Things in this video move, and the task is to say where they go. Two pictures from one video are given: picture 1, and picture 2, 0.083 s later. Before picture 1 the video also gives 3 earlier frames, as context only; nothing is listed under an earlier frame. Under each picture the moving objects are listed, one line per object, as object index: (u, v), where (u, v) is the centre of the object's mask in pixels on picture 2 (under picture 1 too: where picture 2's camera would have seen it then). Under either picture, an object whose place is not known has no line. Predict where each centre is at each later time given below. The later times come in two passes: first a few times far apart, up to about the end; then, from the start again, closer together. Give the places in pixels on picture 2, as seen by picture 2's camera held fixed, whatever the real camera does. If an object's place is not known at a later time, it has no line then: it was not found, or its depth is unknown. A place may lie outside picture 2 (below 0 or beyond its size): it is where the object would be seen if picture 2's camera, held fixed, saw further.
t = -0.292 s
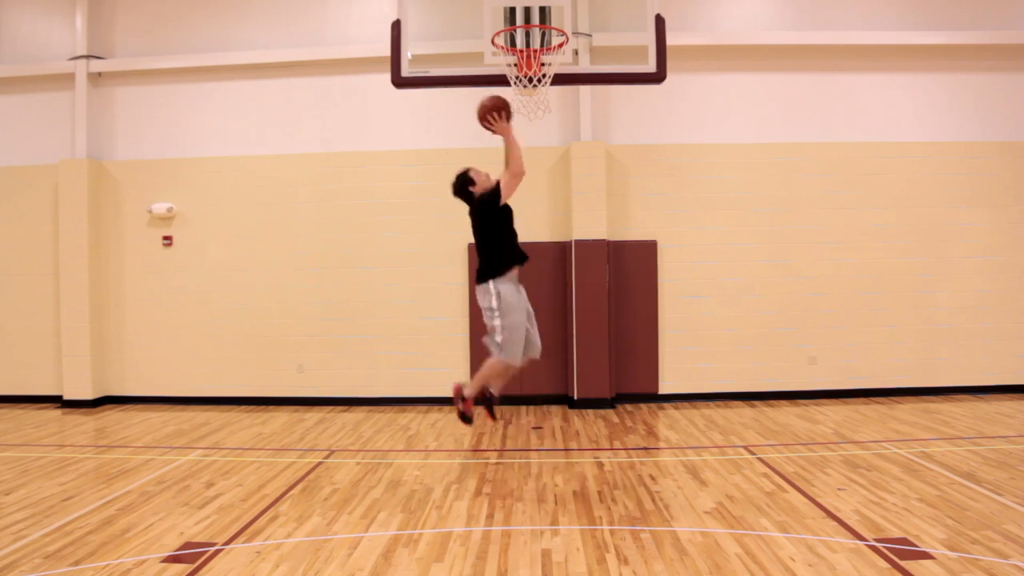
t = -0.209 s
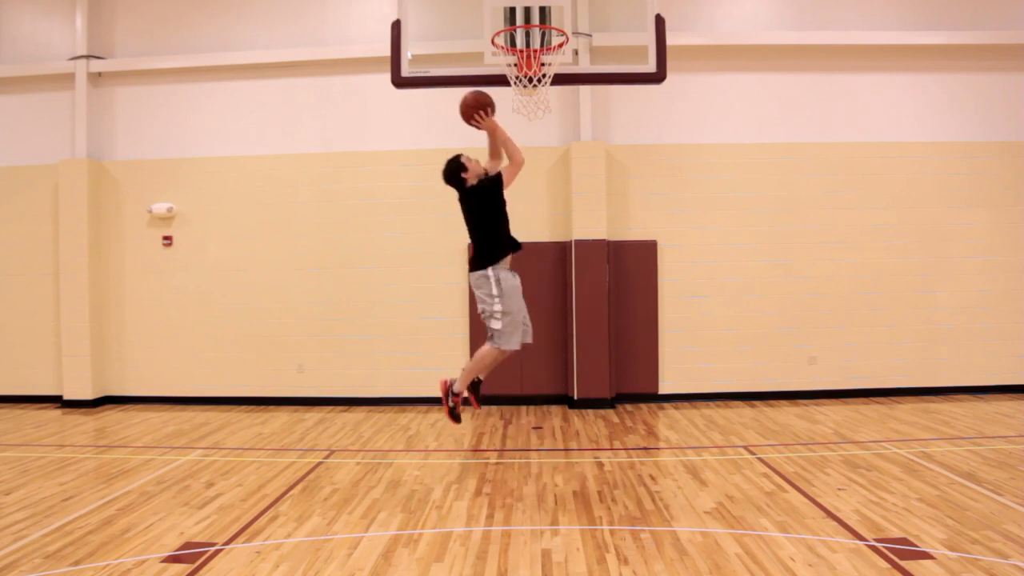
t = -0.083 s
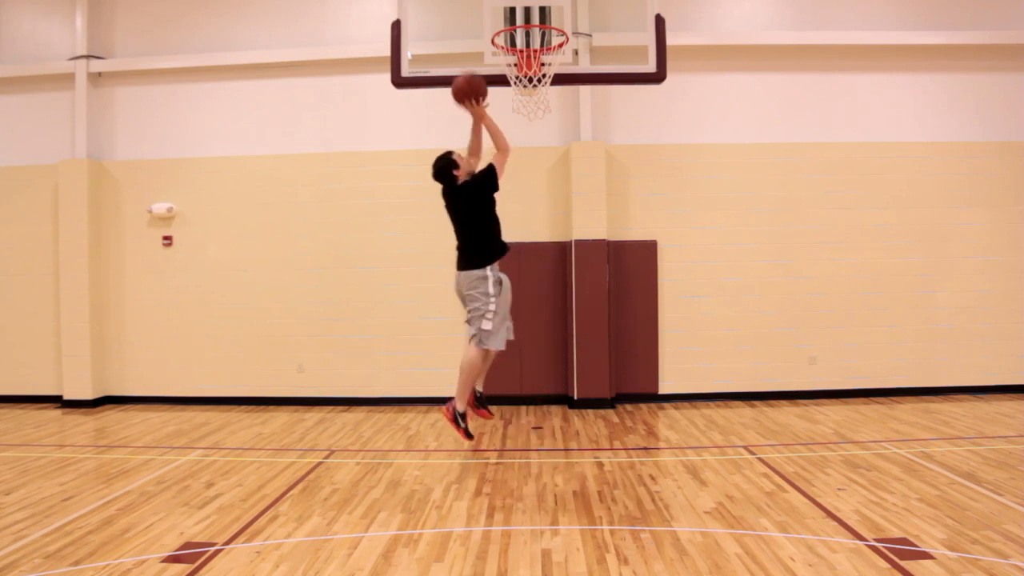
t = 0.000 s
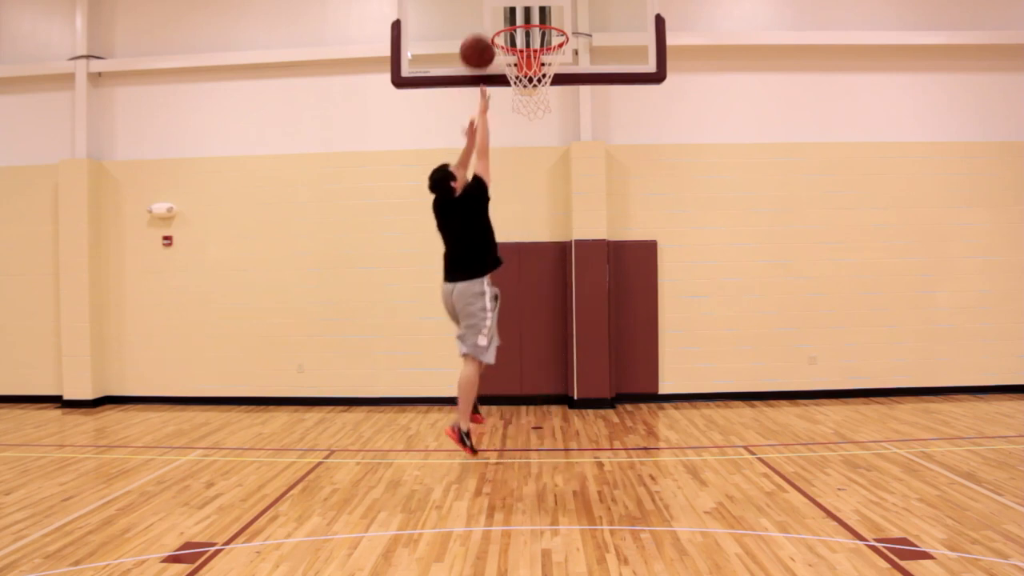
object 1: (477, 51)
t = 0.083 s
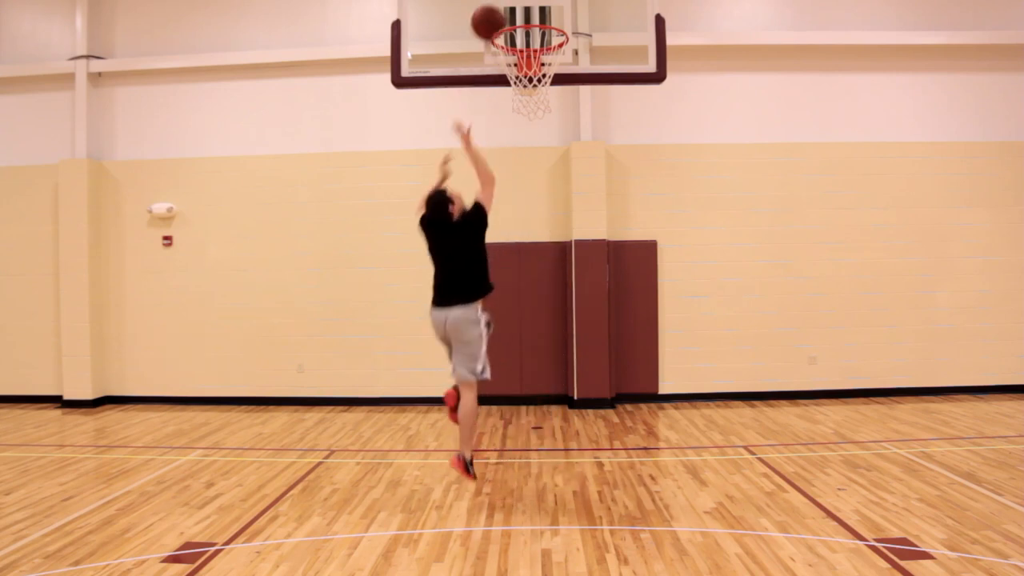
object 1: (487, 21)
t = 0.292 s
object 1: (507, 9)
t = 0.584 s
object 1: (532, 71)
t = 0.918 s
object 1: (536, 214)
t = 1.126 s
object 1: (539, 385)
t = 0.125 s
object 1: (493, 14)
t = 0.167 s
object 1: (496, 11)
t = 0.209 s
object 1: (500, 10)
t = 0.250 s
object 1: (504, 9)
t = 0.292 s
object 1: (507, 9)
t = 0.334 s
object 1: (511, 11)
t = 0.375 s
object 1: (515, 13)
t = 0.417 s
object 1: (520, 20)
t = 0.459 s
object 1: (524, 35)
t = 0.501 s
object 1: (528, 49)
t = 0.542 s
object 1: (531, 60)
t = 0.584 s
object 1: (532, 71)
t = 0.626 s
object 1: (532, 92)
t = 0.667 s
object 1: (533, 97)
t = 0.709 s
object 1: (533, 106)
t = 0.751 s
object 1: (534, 122)
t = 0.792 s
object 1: (534, 141)
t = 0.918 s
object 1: (536, 214)
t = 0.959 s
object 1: (536, 245)
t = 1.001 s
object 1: (537, 275)
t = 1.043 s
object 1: (538, 309)
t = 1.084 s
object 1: (539, 347)
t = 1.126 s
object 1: (539, 385)
